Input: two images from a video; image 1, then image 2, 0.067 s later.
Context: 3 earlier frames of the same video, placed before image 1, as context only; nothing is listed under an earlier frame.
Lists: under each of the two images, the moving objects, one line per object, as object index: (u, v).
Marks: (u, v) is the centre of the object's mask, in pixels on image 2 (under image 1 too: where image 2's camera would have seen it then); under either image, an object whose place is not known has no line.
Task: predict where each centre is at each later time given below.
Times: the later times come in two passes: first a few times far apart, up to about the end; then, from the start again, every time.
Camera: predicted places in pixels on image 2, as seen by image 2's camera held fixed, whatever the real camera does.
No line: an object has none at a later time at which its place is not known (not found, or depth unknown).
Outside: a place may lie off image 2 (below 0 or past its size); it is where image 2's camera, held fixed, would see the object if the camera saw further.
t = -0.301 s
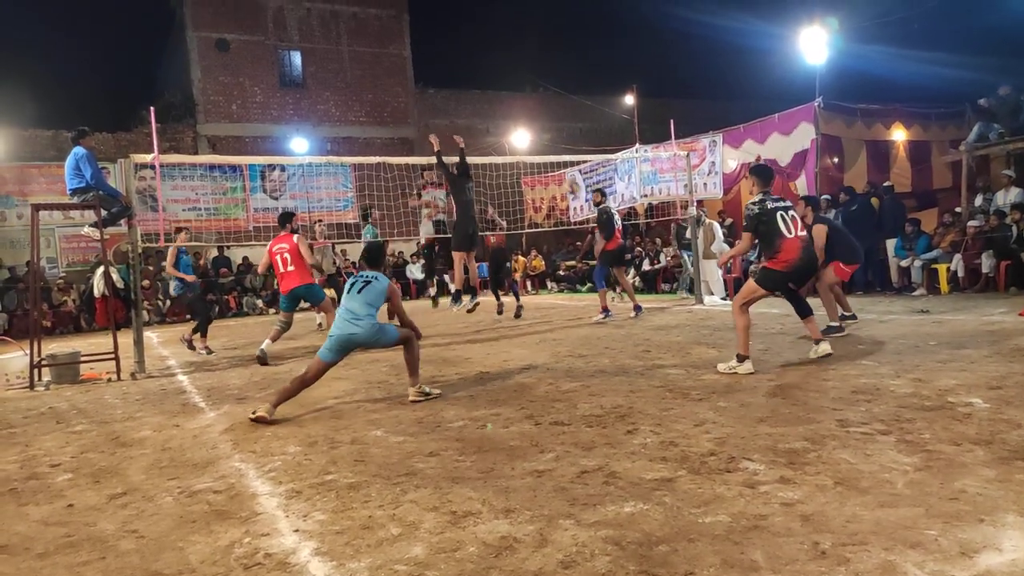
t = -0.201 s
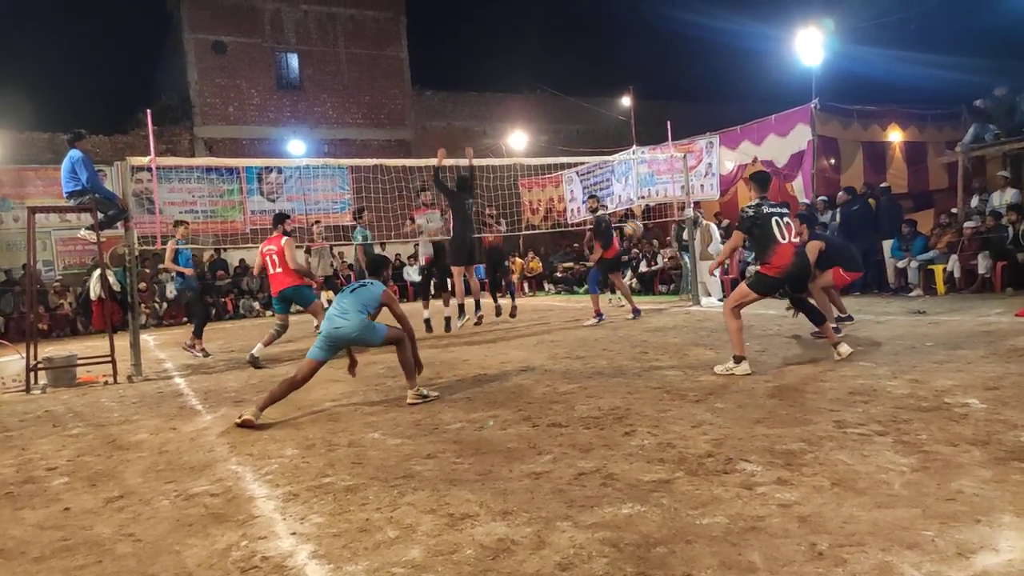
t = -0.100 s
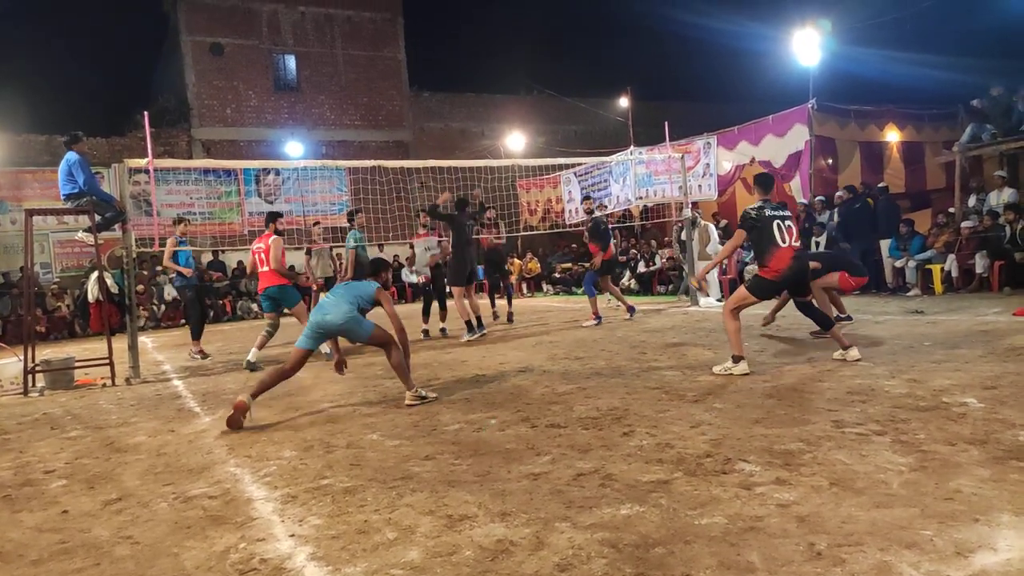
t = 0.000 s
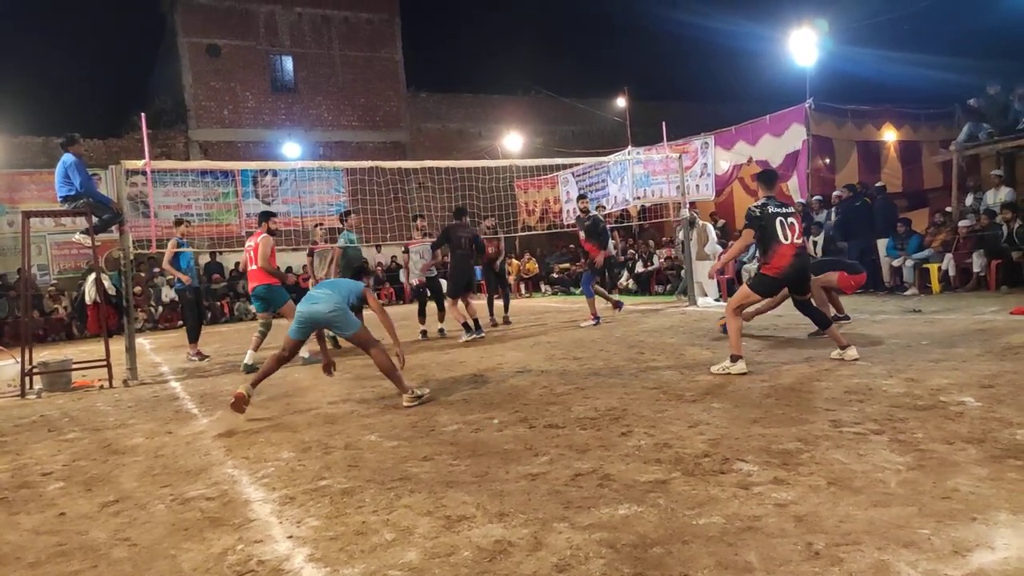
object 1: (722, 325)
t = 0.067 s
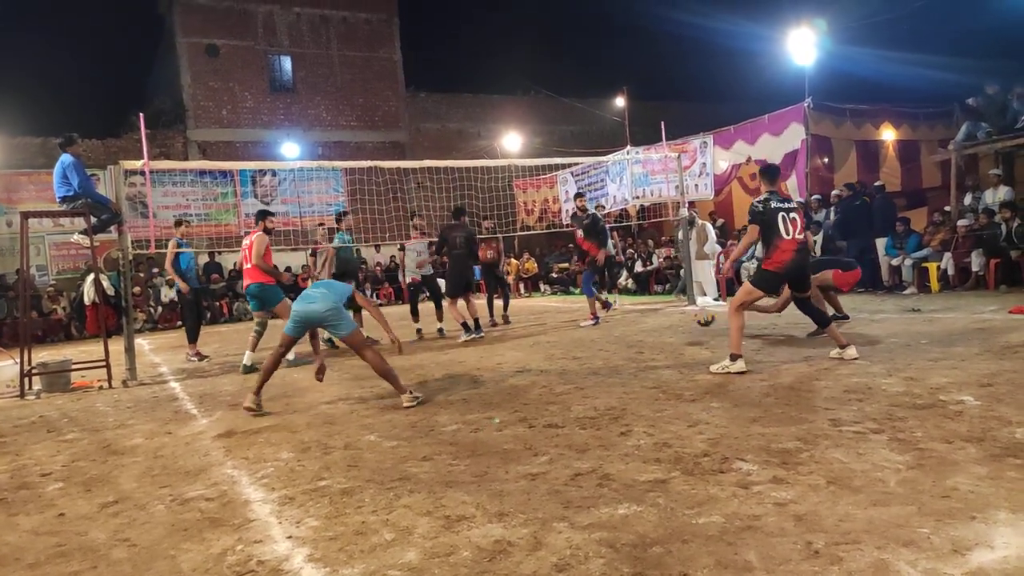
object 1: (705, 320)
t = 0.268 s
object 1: (642, 322)
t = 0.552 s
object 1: (545, 338)
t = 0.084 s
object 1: (700, 316)
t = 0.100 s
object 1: (694, 316)
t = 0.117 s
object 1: (689, 315)
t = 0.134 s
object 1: (684, 314)
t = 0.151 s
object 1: (679, 314)
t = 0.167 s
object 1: (674, 315)
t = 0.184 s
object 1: (668, 315)
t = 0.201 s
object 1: (663, 315)
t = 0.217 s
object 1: (658, 317)
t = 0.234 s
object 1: (652, 318)
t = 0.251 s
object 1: (648, 319)
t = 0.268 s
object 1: (642, 322)
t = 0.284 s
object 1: (637, 323)
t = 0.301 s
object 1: (632, 325)
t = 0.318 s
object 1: (626, 328)
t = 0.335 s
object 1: (622, 331)
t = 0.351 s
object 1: (616, 334)
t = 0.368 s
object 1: (611, 338)
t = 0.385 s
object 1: (606, 342)
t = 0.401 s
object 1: (600, 346)
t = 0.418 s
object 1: (593, 345)
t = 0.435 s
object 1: (588, 343)
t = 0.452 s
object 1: (582, 342)
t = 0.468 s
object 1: (576, 343)
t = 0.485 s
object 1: (570, 340)
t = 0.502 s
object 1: (564, 339)
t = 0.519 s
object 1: (557, 339)
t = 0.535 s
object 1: (551, 338)
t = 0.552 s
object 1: (545, 338)
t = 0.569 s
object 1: (538, 339)
